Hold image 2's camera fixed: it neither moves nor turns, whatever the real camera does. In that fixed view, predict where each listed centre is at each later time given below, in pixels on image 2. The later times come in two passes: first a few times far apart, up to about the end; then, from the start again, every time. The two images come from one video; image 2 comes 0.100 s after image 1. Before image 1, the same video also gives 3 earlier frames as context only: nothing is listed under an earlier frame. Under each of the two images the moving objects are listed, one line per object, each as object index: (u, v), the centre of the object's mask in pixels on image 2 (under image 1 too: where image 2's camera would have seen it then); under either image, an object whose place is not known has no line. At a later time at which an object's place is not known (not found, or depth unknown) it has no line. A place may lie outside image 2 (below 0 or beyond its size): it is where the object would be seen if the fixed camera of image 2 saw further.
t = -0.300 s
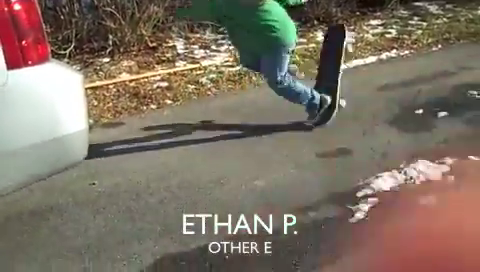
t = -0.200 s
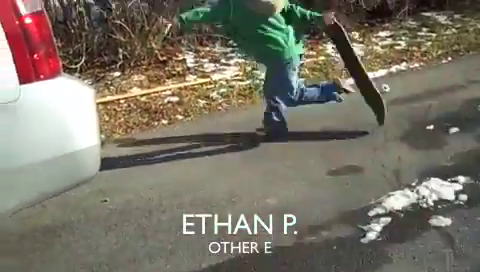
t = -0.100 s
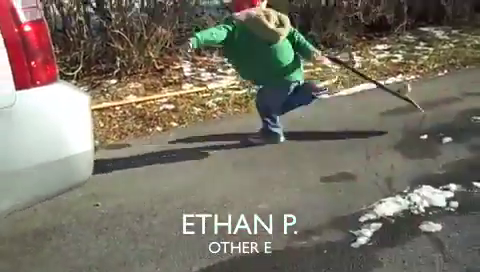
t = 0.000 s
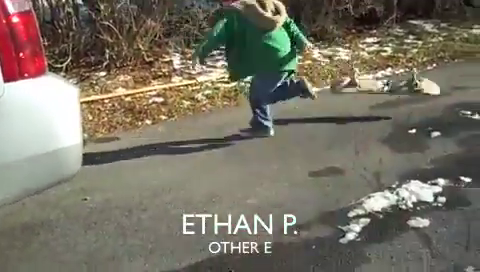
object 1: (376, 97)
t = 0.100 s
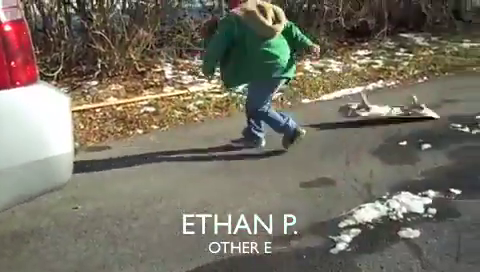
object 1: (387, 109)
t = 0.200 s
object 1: (390, 101)
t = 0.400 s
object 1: (385, 98)
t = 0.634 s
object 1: (384, 95)
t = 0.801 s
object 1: (392, 94)
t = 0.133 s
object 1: (392, 107)
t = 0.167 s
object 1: (391, 105)
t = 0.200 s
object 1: (390, 101)
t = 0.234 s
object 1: (388, 99)
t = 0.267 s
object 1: (388, 98)
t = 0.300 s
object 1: (387, 98)
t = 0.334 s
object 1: (386, 98)
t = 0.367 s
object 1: (387, 99)
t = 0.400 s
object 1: (385, 98)
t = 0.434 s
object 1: (385, 97)
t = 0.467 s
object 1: (384, 97)
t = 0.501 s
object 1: (384, 96)
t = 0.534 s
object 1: (383, 96)
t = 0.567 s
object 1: (383, 96)
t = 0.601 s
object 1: (383, 95)
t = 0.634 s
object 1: (384, 95)
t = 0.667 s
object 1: (386, 96)
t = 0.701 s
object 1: (389, 95)
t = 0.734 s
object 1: (391, 94)
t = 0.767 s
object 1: (393, 95)
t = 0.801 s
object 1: (392, 94)
